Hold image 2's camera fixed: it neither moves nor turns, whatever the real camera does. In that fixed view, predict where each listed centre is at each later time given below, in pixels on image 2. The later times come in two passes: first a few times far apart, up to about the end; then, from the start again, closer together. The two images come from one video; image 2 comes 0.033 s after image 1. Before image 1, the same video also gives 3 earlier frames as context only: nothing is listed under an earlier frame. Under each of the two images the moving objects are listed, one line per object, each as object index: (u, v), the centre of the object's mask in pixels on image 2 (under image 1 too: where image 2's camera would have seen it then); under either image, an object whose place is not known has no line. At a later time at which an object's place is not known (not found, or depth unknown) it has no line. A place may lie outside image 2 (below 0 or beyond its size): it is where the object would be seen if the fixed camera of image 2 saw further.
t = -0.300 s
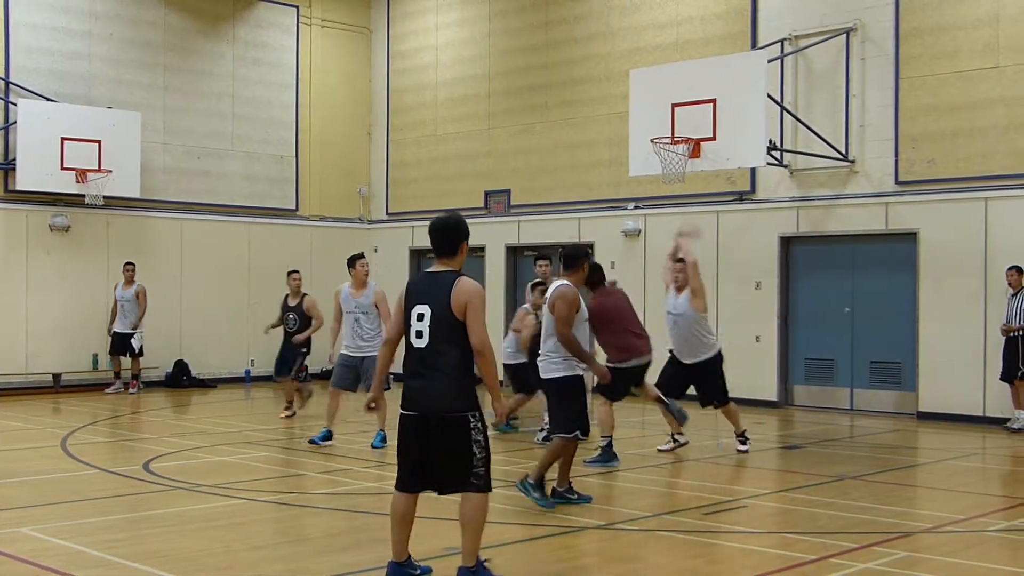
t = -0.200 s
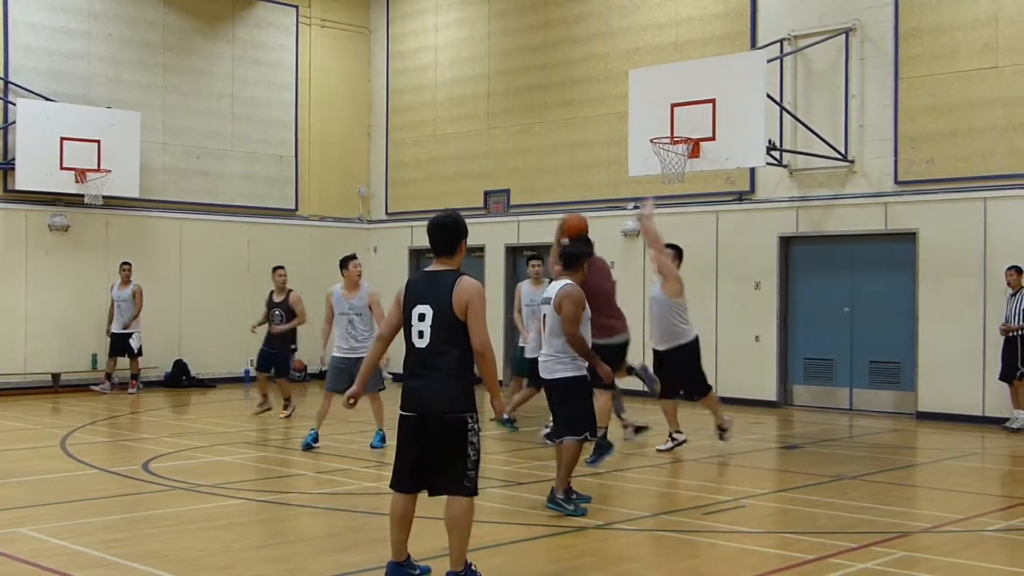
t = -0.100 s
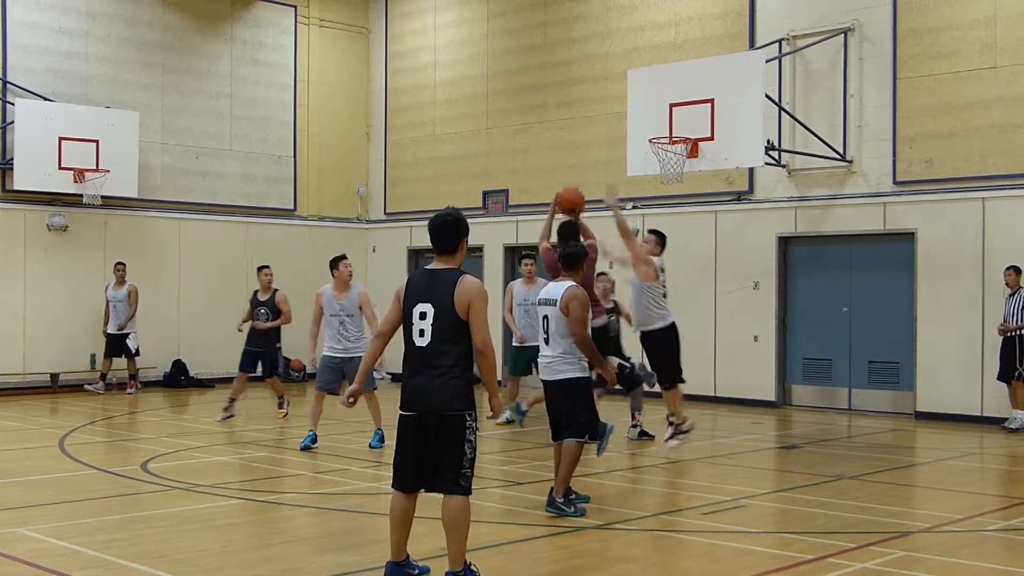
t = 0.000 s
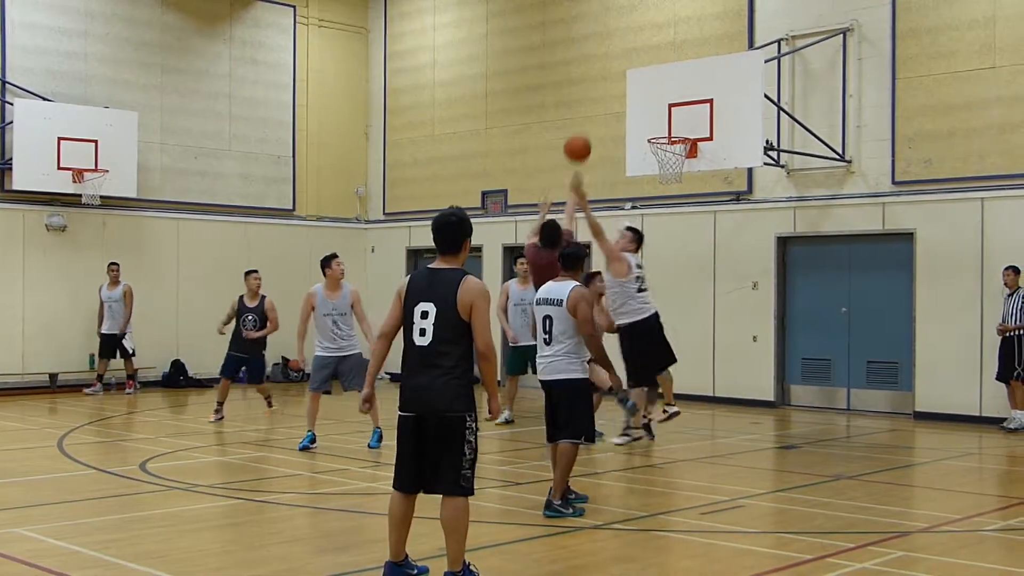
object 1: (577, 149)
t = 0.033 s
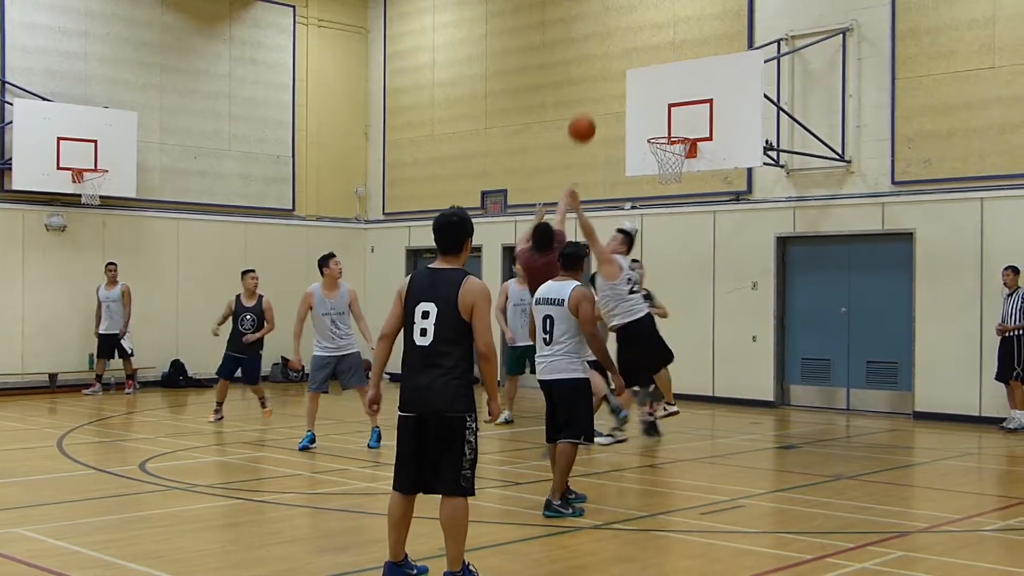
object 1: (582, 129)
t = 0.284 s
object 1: (614, 33)
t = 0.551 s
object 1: (646, 12)
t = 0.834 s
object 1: (674, 67)
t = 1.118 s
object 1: (690, 107)
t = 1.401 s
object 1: (670, 94)
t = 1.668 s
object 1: (654, 126)
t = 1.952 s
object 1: (665, 154)
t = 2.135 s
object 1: (671, 189)
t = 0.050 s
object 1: (584, 120)
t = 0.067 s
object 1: (586, 111)
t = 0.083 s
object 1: (589, 103)
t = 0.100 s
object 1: (591, 95)
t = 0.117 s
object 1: (593, 87)
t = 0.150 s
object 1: (597, 73)
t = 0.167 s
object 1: (600, 67)
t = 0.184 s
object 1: (602, 61)
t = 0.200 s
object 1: (604, 56)
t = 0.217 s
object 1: (606, 50)
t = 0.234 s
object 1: (608, 45)
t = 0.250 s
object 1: (610, 41)
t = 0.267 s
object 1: (612, 37)
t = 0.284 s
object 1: (614, 33)
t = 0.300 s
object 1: (616, 29)
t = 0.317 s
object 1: (619, 26)
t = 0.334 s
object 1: (621, 23)
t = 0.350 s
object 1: (623, 20)
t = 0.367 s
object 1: (625, 18)
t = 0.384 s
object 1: (627, 16)
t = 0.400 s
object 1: (629, 14)
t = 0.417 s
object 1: (630, 13)
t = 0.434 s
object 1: (633, 12)
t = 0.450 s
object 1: (634, 11)
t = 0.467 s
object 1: (636, 11)
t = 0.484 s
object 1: (638, 11)
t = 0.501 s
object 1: (640, 11)
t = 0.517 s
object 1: (642, 11)
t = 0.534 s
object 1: (644, 11)
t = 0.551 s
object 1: (646, 12)
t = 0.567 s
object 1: (648, 13)
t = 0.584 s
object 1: (649, 14)
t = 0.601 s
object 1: (651, 16)
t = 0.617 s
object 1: (653, 18)
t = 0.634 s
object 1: (654, 20)
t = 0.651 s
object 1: (656, 23)
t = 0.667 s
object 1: (658, 26)
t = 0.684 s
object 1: (660, 29)
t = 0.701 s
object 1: (661, 32)
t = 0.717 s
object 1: (663, 35)
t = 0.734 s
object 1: (664, 39)
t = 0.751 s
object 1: (666, 43)
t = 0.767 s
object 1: (668, 47)
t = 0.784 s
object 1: (669, 52)
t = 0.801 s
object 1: (671, 56)
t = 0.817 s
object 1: (673, 61)
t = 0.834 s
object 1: (674, 67)
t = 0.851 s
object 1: (676, 72)
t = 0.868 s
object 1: (677, 78)
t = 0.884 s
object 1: (679, 83)
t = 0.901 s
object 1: (680, 90)
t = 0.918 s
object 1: (682, 95)
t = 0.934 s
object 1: (683, 102)
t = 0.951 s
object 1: (684, 109)
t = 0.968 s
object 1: (686, 116)
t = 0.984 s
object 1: (688, 123)
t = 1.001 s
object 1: (689, 128)
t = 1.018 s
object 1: (689, 126)
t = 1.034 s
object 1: (689, 122)
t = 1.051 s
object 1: (689, 119)
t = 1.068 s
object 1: (690, 115)
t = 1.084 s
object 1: (690, 112)
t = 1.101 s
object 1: (690, 109)
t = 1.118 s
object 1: (690, 107)
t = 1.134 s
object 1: (691, 105)
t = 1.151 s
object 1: (691, 102)
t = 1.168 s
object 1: (691, 101)
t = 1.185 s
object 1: (690, 99)
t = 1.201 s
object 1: (688, 97)
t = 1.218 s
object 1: (687, 95)
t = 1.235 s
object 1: (685, 94)
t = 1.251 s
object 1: (683, 93)
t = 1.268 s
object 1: (682, 92)
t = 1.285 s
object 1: (680, 91)
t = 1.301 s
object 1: (679, 91)
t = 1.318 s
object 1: (677, 91)
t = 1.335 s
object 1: (676, 91)
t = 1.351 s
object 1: (674, 92)
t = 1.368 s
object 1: (673, 92)
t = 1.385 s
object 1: (671, 93)
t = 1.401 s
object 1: (670, 94)
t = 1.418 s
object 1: (668, 96)
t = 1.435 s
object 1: (667, 97)
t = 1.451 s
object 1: (665, 100)
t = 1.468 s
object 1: (664, 102)
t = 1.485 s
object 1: (662, 104)
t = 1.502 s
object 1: (660, 107)
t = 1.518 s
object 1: (659, 110)
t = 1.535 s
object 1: (658, 113)
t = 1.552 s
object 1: (656, 117)
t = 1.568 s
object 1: (654, 120)
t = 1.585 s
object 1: (653, 124)
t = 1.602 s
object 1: (652, 128)
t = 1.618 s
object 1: (652, 128)
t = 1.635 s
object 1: (653, 127)
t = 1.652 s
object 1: (653, 126)
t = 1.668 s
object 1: (654, 126)
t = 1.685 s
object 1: (654, 125)
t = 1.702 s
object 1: (655, 125)
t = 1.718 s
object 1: (656, 125)
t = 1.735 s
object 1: (656, 126)
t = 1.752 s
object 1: (657, 126)
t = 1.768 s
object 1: (657, 127)
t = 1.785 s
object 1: (658, 128)
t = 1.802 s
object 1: (659, 129)
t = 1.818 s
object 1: (659, 130)
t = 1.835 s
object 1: (660, 132)
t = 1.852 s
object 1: (661, 135)
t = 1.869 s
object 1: (661, 138)
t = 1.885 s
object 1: (662, 141)
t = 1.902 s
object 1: (662, 144)
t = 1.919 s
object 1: (663, 148)
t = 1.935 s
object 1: (663, 150)
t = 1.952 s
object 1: (665, 154)
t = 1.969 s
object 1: (666, 156)
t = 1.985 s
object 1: (666, 161)
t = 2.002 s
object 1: (667, 165)
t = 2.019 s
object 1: (667, 169)
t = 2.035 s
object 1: (668, 171)
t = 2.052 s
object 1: (669, 173)
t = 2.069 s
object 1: (669, 175)
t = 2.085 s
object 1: (670, 180)
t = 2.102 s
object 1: (670, 183)
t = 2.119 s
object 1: (670, 186)
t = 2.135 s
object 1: (671, 189)
